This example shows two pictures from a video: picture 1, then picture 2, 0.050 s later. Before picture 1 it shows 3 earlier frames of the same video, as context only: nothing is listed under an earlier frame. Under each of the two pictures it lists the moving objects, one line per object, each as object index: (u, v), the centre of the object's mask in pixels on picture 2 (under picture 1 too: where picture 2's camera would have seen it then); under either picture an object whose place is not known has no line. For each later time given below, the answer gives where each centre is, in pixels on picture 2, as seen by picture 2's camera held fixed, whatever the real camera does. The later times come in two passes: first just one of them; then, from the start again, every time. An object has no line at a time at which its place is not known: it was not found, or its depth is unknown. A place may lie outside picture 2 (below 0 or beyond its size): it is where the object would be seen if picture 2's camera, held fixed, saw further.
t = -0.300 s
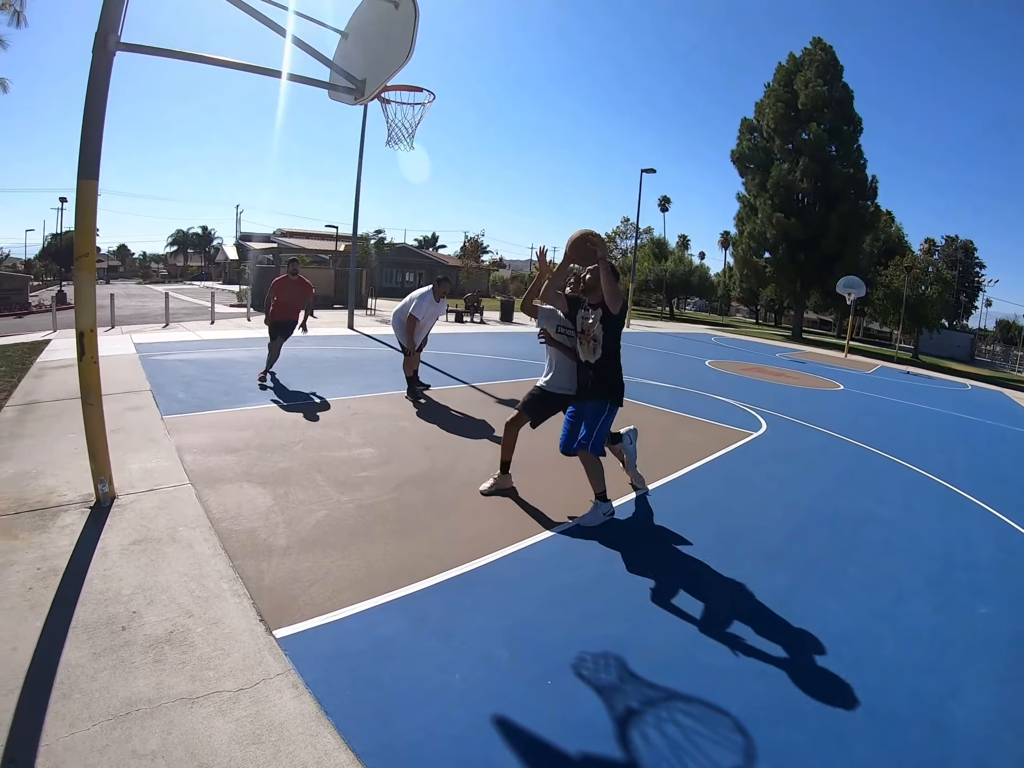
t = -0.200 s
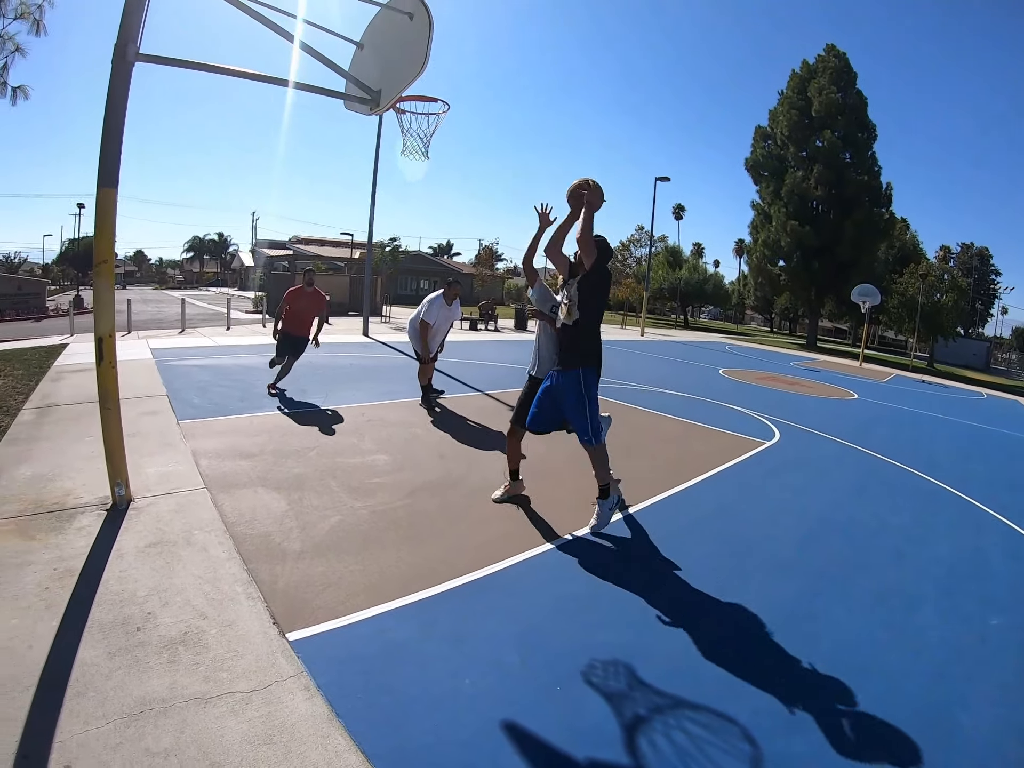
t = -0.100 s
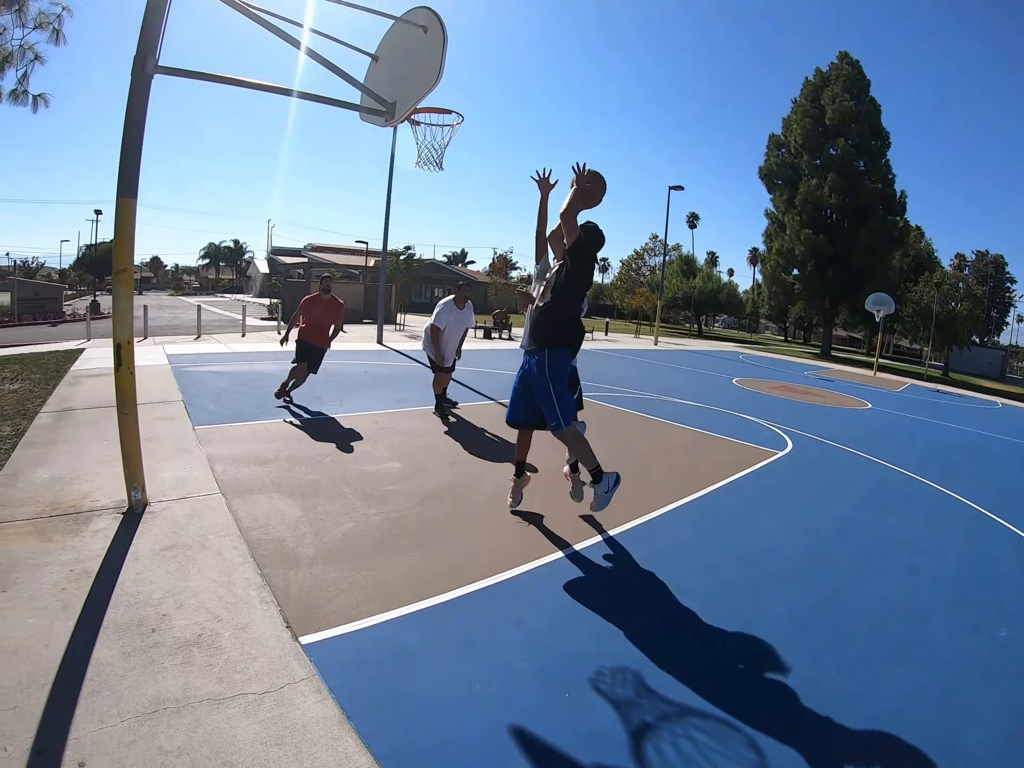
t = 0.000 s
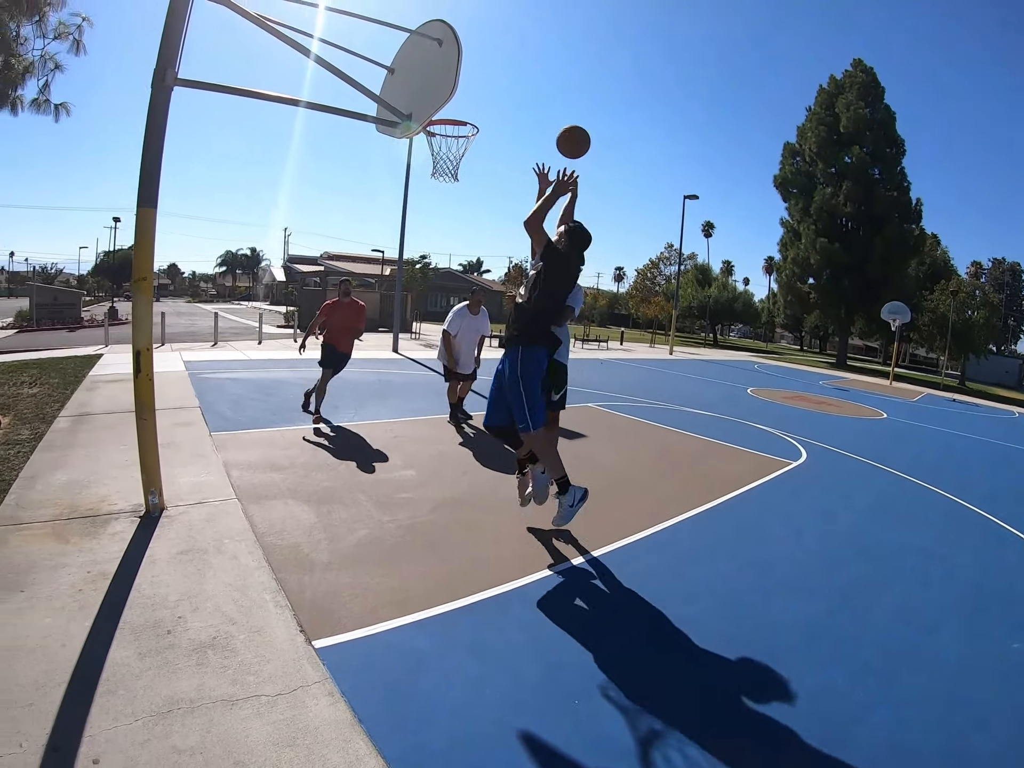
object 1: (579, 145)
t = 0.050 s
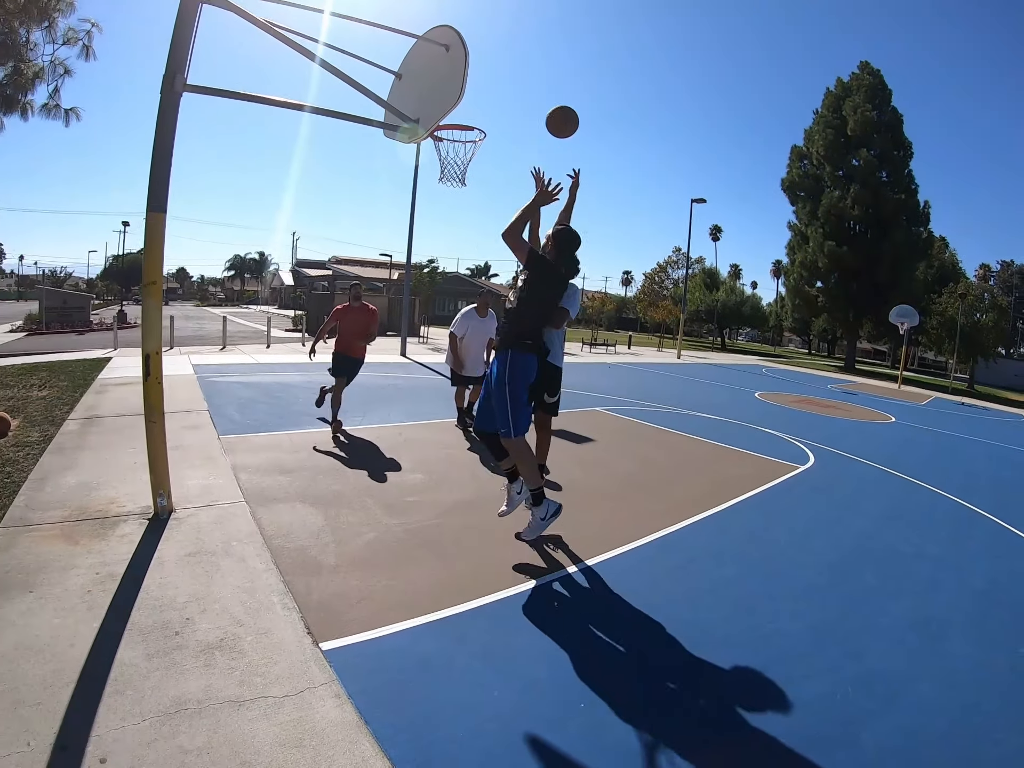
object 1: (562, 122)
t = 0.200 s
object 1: (513, 75)
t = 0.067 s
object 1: (557, 115)
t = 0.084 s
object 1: (551, 108)
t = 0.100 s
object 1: (546, 102)
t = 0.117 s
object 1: (540, 97)
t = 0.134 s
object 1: (535, 92)
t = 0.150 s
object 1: (529, 87)
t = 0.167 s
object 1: (524, 83)
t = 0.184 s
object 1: (518, 79)
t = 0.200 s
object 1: (513, 75)
